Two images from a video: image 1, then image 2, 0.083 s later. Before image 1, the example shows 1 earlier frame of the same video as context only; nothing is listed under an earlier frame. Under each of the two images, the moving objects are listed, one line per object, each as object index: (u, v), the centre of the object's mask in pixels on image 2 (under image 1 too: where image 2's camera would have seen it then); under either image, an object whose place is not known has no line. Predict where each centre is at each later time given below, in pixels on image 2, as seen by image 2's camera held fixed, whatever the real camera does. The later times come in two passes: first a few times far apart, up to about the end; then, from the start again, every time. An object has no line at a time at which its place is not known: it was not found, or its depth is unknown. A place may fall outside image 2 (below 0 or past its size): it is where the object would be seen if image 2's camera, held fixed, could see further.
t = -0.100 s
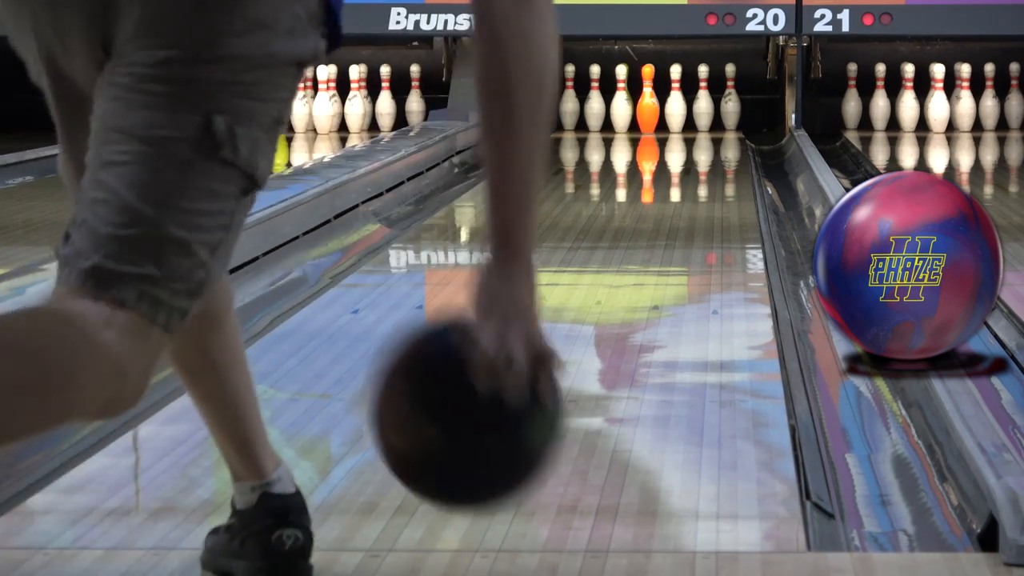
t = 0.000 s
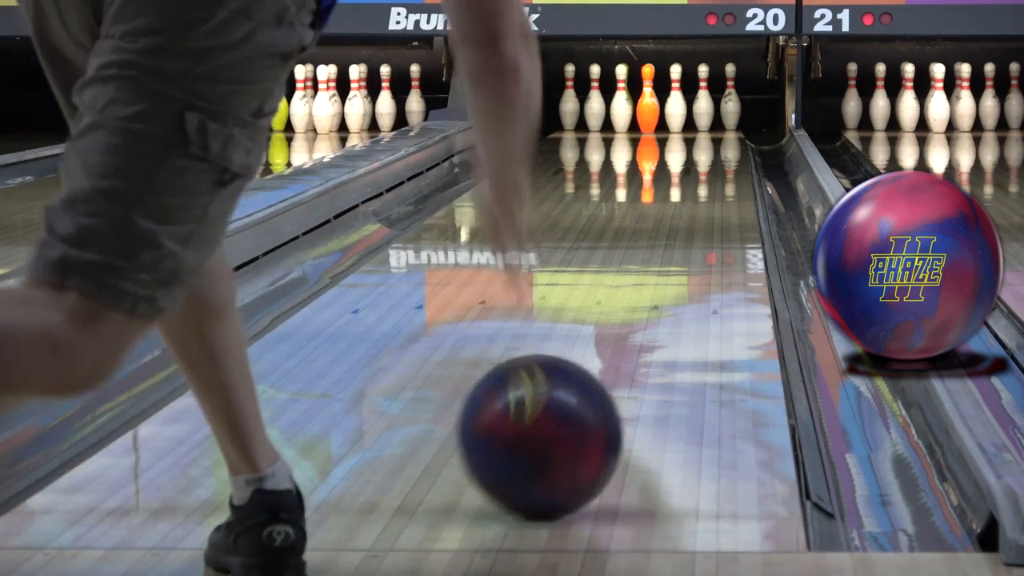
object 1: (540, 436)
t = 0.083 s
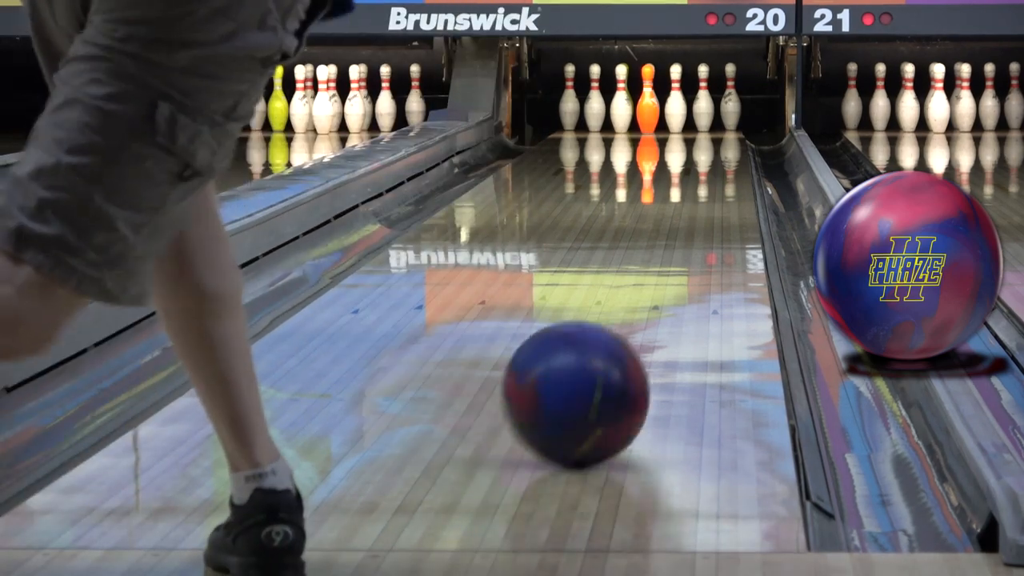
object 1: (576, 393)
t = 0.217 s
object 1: (618, 341)
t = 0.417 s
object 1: (658, 281)
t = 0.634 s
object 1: (685, 237)
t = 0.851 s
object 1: (702, 205)
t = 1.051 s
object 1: (711, 183)
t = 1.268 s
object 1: (715, 165)
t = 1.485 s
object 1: (717, 150)
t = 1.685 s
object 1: (714, 139)
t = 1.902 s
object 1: (700, 130)
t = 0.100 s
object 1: (582, 386)
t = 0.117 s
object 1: (588, 379)
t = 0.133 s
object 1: (594, 372)
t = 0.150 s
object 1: (599, 365)
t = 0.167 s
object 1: (605, 359)
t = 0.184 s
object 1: (609, 353)
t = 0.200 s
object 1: (614, 346)
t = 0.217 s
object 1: (618, 341)
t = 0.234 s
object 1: (622, 335)
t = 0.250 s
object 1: (626, 329)
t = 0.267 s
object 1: (630, 324)
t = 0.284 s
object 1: (634, 319)
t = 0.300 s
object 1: (637, 313)
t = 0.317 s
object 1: (641, 308)
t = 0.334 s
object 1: (644, 303)
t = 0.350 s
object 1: (647, 298)
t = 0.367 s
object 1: (650, 294)
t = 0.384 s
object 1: (653, 290)
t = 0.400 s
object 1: (656, 285)
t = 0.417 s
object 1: (658, 281)
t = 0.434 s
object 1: (661, 277)
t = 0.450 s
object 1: (664, 273)
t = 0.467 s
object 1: (666, 269)
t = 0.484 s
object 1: (669, 266)
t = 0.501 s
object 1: (671, 262)
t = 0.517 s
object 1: (673, 258)
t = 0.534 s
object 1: (675, 256)
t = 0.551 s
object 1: (677, 252)
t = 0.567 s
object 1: (679, 249)
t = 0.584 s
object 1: (680, 246)
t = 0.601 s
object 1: (682, 243)
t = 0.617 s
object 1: (684, 240)
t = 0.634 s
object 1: (685, 237)
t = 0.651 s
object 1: (687, 235)
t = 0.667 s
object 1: (689, 232)
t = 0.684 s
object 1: (690, 229)
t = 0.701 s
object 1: (692, 227)
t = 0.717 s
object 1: (693, 224)
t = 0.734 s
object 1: (694, 221)
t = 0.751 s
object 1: (695, 219)
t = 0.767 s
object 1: (696, 216)
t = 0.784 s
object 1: (697, 214)
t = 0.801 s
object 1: (699, 212)
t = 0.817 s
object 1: (700, 210)
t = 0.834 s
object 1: (701, 208)
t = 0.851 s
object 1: (702, 205)
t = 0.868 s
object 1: (702, 203)
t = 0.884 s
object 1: (704, 201)
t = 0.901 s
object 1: (704, 199)
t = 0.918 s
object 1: (705, 197)
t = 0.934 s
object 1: (706, 195)
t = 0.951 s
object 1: (706, 193)
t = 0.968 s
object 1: (708, 191)
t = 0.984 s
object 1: (708, 190)
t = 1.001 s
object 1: (709, 188)
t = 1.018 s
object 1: (710, 186)
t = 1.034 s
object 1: (710, 184)
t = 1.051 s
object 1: (711, 183)
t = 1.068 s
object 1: (711, 181)
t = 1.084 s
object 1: (712, 180)
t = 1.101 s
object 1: (712, 178)
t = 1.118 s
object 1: (713, 177)
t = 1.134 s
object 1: (714, 175)
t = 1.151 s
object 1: (714, 174)
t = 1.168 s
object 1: (714, 172)
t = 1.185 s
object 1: (714, 171)
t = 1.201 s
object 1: (715, 170)
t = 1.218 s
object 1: (715, 168)
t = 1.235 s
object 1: (715, 167)
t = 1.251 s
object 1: (715, 166)
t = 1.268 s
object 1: (715, 165)
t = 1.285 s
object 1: (716, 163)
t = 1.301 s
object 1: (716, 162)
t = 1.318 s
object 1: (717, 161)
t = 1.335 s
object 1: (717, 160)
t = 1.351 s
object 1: (717, 159)
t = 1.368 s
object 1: (717, 158)
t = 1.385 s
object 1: (717, 156)
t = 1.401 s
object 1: (717, 155)
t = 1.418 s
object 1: (717, 154)
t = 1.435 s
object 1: (717, 153)
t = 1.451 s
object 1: (717, 152)
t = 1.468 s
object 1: (717, 151)
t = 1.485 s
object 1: (717, 150)
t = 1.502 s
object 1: (717, 150)
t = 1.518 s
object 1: (717, 149)
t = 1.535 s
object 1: (717, 148)
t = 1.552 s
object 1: (717, 147)
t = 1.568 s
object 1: (714, 146)
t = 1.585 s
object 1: (715, 145)
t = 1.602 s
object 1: (716, 144)
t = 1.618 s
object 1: (715, 143)
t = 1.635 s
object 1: (715, 142)
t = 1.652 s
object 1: (715, 141)
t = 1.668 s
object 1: (714, 140)
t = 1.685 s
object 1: (714, 139)
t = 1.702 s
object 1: (713, 139)
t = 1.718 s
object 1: (712, 138)
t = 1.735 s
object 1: (711, 137)
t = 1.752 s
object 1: (711, 136)
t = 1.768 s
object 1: (710, 136)
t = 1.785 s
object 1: (709, 135)
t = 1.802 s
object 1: (708, 134)
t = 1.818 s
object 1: (707, 133)
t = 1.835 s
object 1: (706, 133)
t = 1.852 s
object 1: (704, 132)
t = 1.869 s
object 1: (703, 131)
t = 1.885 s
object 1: (701, 130)
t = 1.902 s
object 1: (700, 130)
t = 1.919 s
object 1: (699, 129)
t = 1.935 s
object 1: (697, 129)
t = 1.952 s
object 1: (695, 128)
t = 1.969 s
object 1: (694, 127)
